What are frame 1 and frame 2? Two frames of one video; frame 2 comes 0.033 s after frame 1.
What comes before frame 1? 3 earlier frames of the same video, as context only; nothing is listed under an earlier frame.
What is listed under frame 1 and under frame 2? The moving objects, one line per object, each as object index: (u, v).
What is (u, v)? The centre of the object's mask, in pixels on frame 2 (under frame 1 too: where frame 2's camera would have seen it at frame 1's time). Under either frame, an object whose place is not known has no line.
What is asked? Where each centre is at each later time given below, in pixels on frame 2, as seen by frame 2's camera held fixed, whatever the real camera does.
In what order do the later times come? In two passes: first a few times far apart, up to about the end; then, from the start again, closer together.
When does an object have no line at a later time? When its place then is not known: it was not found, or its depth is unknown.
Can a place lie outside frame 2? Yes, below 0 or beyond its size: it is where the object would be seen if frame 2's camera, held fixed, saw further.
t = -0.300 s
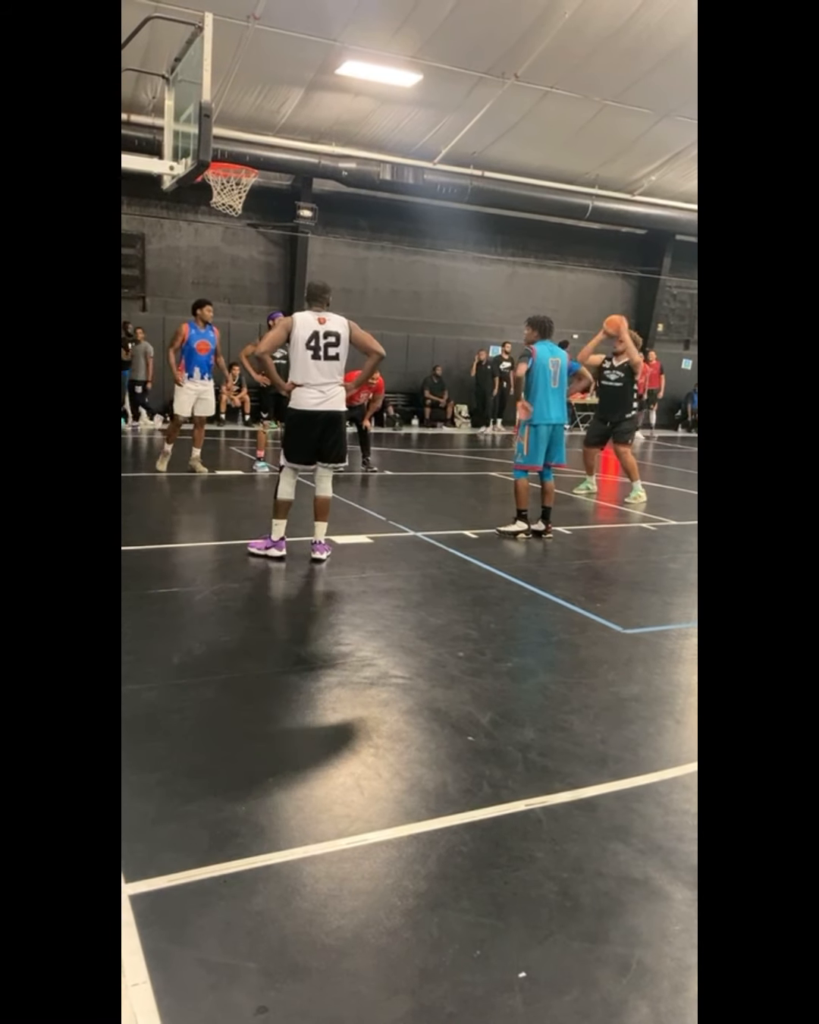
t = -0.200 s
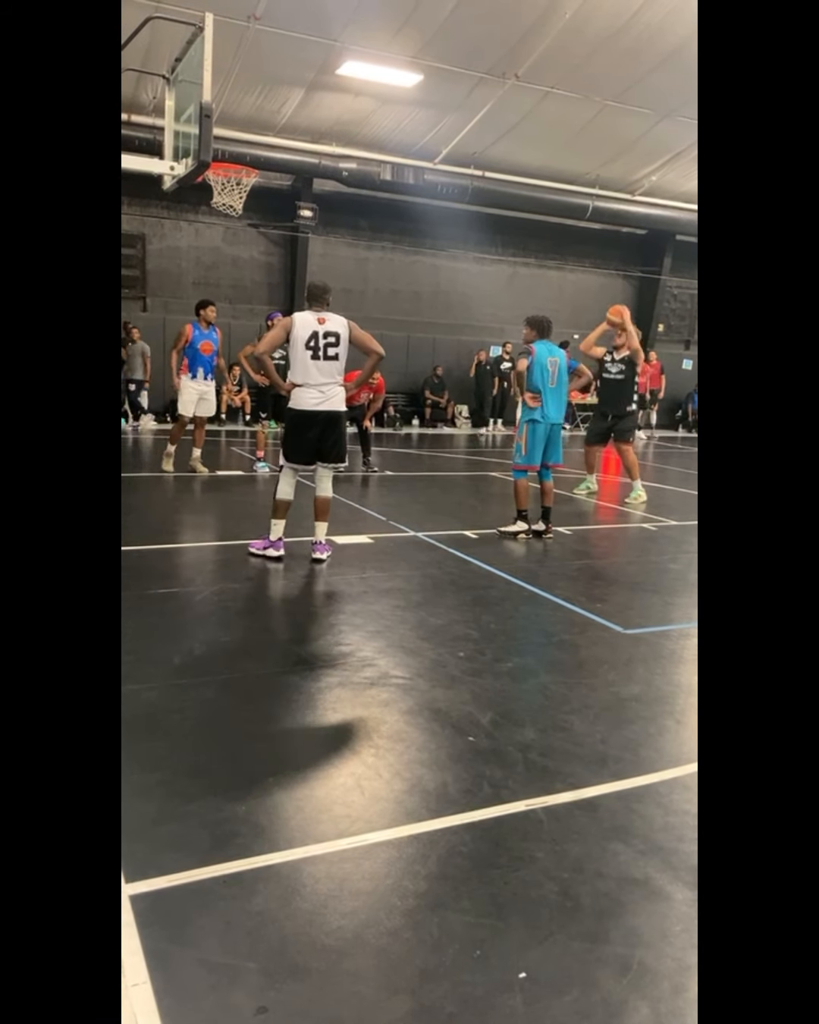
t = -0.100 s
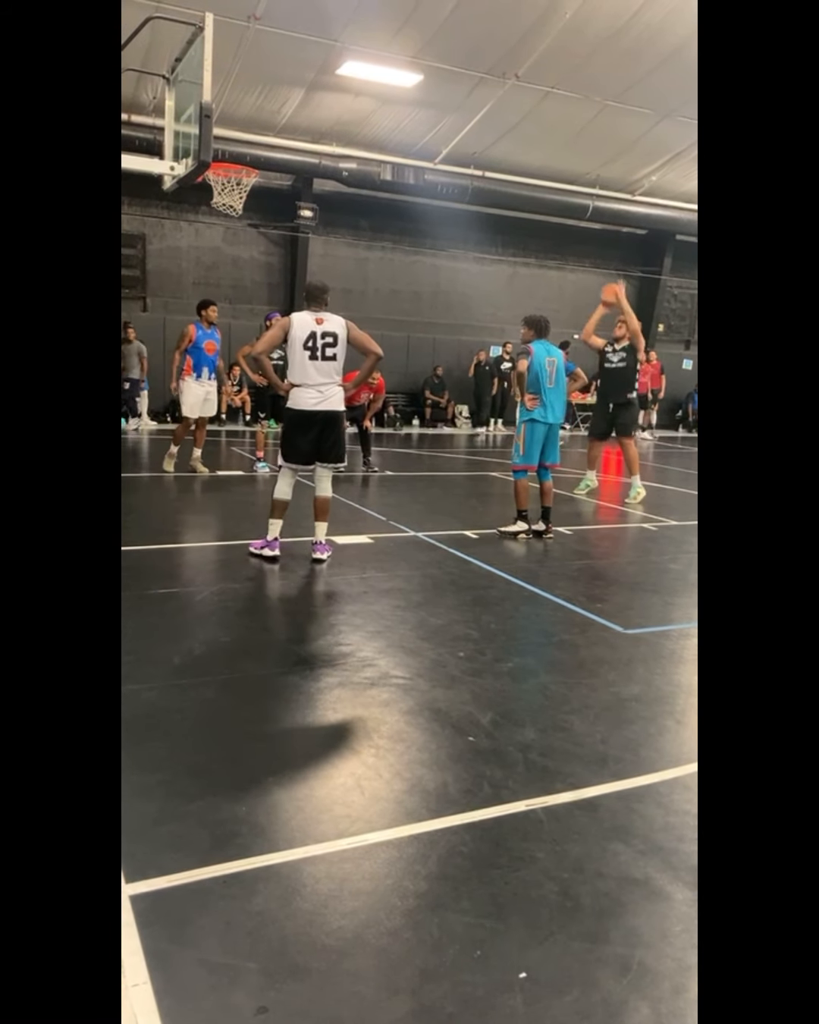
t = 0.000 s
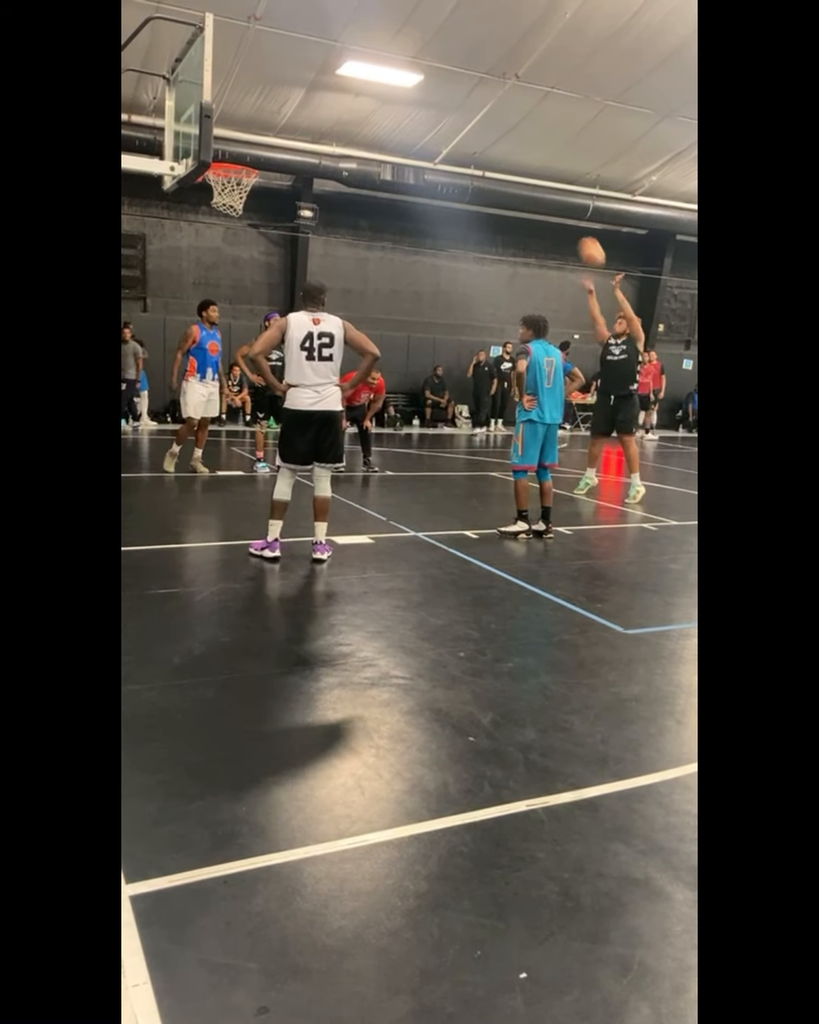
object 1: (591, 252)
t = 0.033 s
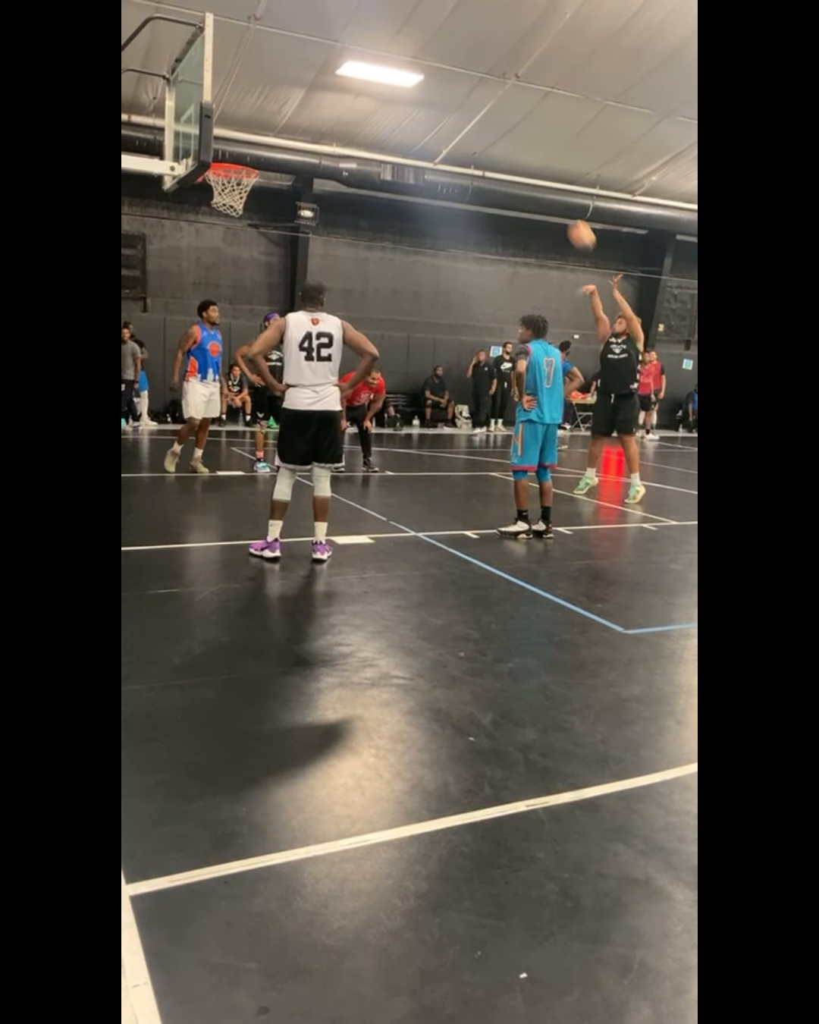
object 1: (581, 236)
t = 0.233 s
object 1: (517, 152)
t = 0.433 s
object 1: (444, 103)
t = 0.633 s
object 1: (364, 97)
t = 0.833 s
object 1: (279, 131)
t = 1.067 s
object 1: (200, 207)
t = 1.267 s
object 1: (170, 283)
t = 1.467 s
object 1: (140, 402)
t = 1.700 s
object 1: (131, 435)
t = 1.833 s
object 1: (143, 376)
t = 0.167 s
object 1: (539, 173)
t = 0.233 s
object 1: (517, 152)
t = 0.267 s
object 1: (505, 141)
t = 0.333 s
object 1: (482, 123)
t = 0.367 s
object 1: (469, 115)
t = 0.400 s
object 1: (456, 109)
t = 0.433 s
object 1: (444, 103)
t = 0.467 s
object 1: (432, 99)
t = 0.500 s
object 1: (419, 97)
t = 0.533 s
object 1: (405, 97)
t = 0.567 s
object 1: (391, 96)
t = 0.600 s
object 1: (377, 96)
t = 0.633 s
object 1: (364, 97)
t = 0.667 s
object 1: (349, 100)
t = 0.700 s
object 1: (335, 104)
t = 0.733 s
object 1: (320, 109)
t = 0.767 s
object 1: (307, 114)
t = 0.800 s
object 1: (293, 122)
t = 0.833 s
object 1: (279, 131)
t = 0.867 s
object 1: (263, 142)
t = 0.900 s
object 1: (249, 155)
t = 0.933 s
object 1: (237, 159)
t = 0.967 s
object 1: (216, 183)
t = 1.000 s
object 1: (209, 194)
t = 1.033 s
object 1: (205, 201)
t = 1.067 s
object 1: (200, 207)
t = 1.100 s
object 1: (195, 217)
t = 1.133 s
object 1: (189, 227)
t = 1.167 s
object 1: (185, 240)
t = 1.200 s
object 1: (179, 253)
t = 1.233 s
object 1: (175, 267)
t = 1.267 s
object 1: (170, 283)
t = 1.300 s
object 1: (164, 300)
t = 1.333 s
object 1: (160, 318)
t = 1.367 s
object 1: (156, 338)
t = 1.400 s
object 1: (150, 358)
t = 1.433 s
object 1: (146, 378)
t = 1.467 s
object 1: (140, 402)
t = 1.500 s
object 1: (136, 426)
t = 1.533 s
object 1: (132, 450)
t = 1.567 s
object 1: (128, 476)
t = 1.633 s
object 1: (128, 470)
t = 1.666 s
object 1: (129, 452)
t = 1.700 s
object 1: (131, 435)
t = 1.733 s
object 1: (135, 416)
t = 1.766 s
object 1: (137, 402)
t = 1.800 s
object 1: (140, 388)
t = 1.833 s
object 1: (143, 376)
